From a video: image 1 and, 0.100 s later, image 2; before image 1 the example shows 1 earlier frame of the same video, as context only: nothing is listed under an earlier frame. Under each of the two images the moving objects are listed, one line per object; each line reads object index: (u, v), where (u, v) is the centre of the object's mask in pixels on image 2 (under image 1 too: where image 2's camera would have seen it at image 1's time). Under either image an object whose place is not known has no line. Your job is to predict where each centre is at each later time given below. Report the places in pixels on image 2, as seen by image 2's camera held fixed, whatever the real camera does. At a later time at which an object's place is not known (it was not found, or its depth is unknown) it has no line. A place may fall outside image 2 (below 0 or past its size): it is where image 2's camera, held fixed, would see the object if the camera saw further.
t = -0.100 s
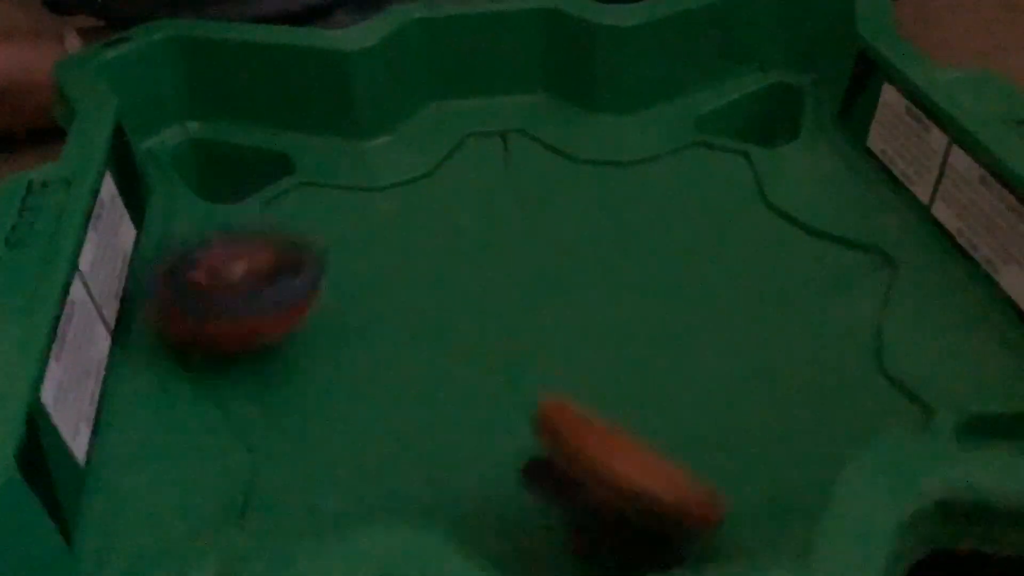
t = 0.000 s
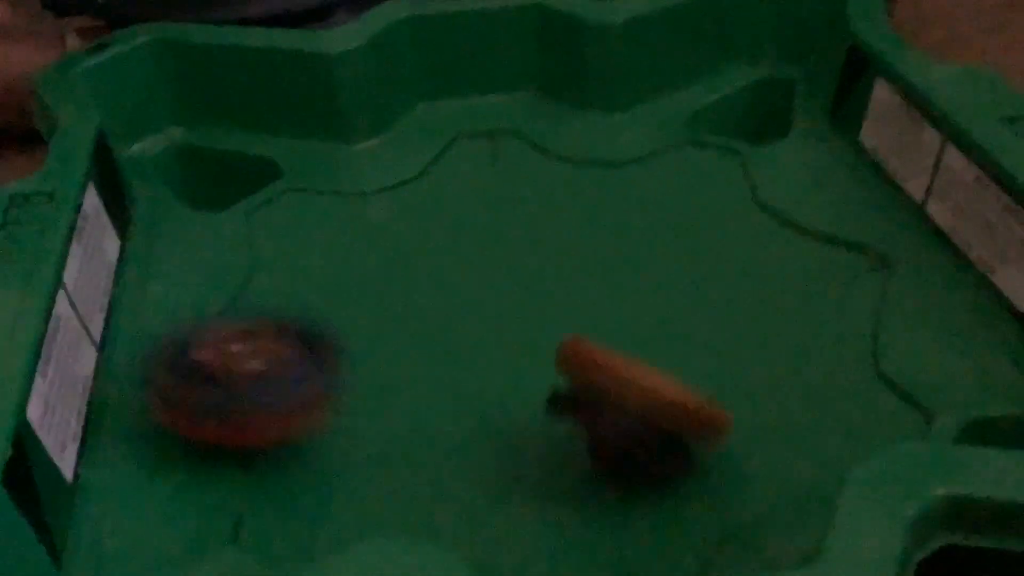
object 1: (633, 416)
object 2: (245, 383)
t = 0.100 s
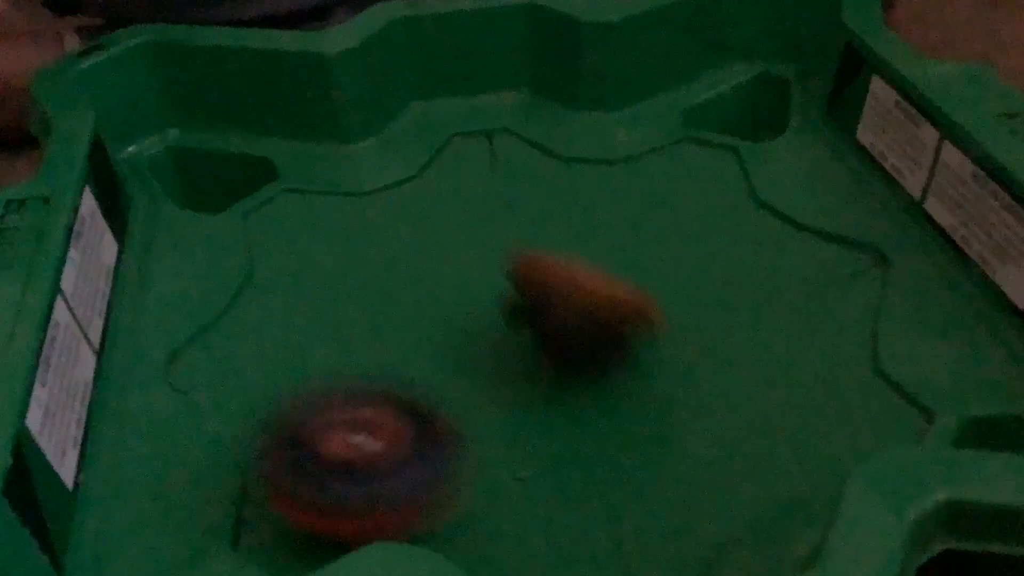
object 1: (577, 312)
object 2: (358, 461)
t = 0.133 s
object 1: (548, 278)
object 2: (402, 477)
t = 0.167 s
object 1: (518, 244)
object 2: (455, 485)
